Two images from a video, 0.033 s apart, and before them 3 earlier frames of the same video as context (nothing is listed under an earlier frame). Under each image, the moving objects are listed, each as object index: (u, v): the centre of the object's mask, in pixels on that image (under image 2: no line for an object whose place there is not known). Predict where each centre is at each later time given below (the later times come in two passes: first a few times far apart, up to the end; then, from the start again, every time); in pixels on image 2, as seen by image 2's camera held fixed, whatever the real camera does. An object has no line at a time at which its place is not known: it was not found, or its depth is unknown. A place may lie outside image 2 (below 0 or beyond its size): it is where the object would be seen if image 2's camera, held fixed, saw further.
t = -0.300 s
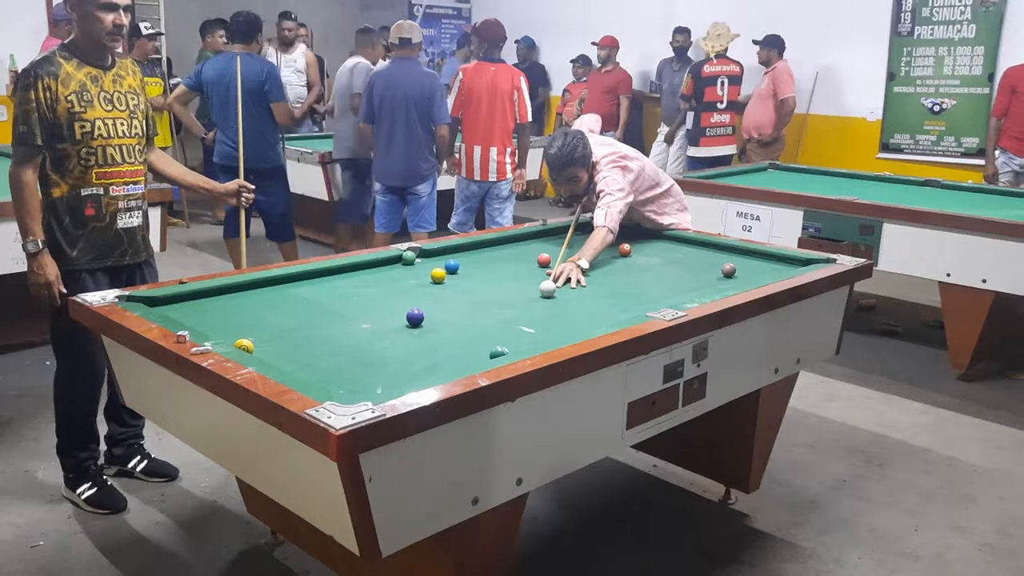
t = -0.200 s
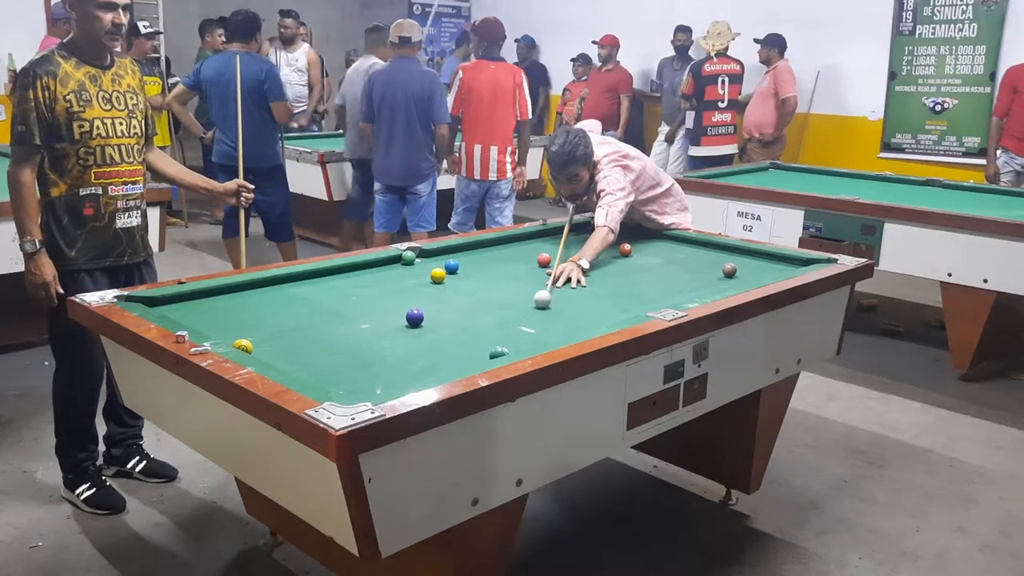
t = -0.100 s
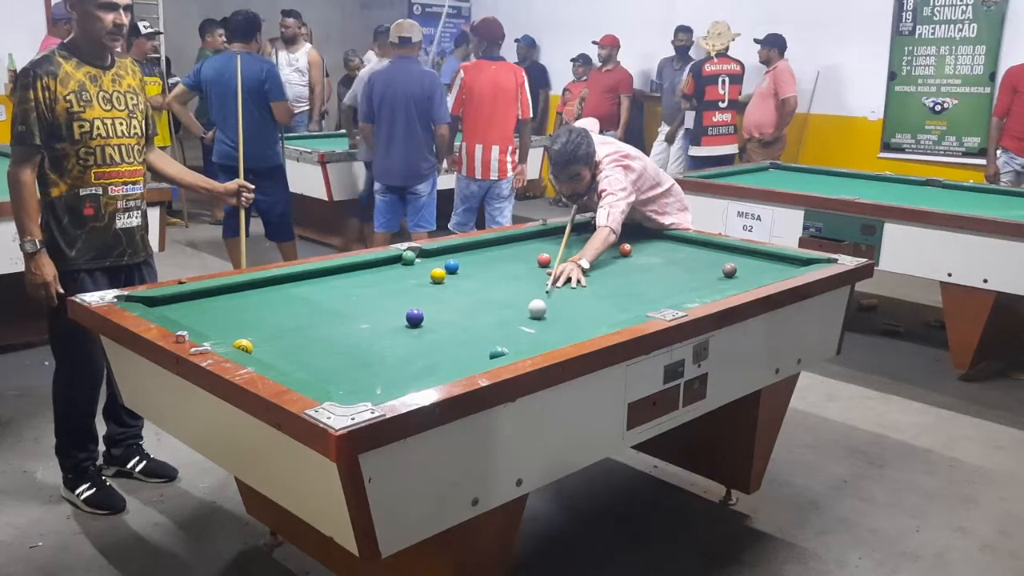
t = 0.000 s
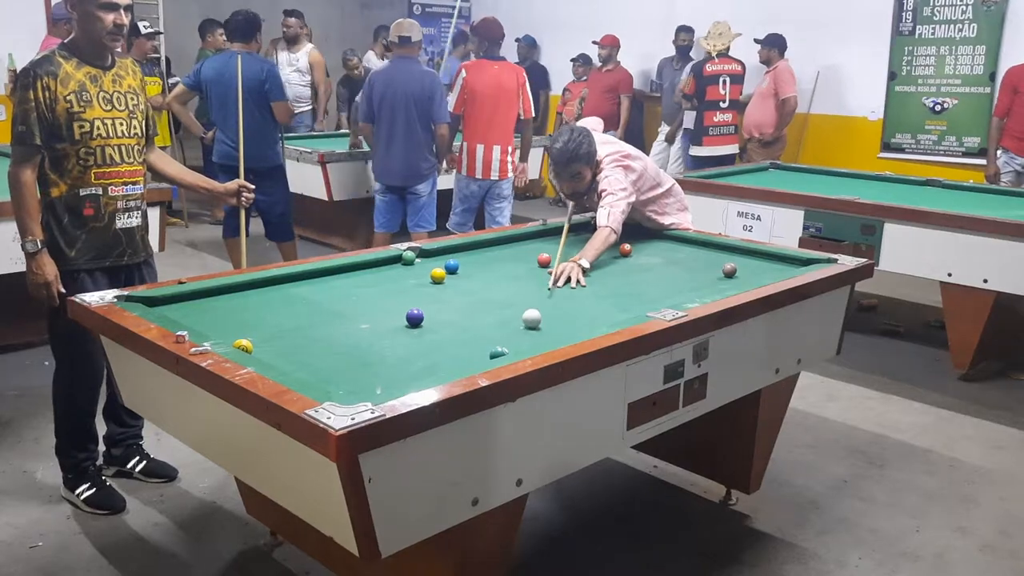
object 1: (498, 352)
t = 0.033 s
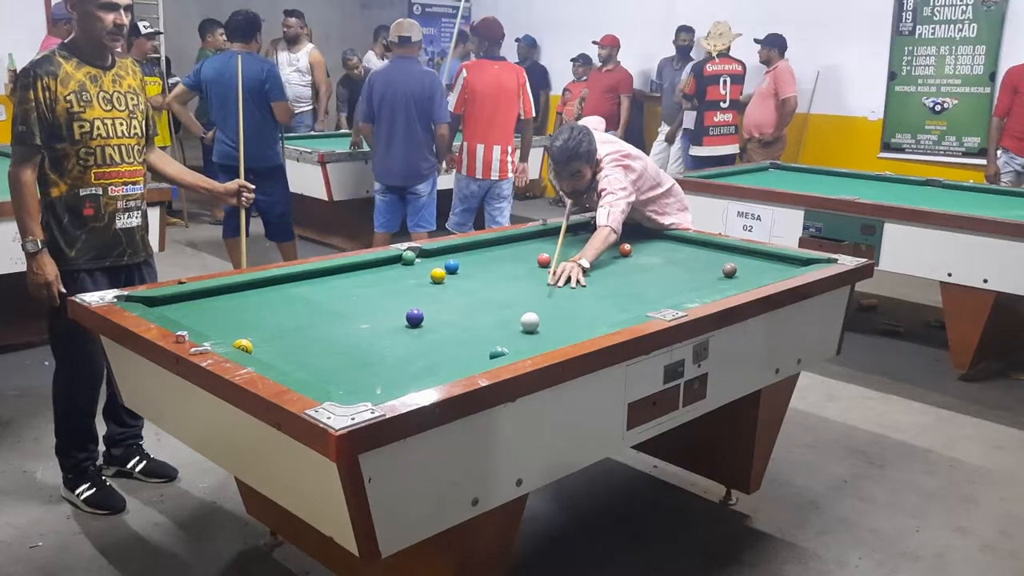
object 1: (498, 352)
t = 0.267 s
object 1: (498, 352)
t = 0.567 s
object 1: (445, 367)
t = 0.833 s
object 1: (396, 381)
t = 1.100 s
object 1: (347, 396)
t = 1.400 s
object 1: (362, 395)
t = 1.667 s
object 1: (358, 393)
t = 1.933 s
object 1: (353, 392)
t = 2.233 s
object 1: (351, 391)
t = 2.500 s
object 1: (351, 391)
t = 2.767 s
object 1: (351, 391)
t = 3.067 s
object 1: (351, 391)
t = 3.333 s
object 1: (351, 390)
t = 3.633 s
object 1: (351, 391)
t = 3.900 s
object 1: (351, 391)
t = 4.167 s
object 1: (351, 391)
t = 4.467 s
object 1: (351, 391)
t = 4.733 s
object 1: (351, 390)
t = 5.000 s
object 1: (351, 390)
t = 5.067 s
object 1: (351, 390)
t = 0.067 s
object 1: (498, 352)
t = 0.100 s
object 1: (498, 352)
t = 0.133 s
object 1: (498, 352)
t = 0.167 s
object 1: (498, 352)
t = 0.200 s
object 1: (498, 352)
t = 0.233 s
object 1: (497, 352)
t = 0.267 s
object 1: (498, 352)
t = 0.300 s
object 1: (495, 353)
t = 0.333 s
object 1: (487, 356)
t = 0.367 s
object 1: (480, 358)
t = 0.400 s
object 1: (475, 359)
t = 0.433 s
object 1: (469, 361)
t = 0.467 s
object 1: (463, 362)
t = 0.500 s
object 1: (457, 364)
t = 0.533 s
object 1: (451, 366)
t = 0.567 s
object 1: (445, 367)
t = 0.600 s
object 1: (439, 369)
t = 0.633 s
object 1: (433, 371)
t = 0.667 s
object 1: (427, 373)
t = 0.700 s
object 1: (421, 374)
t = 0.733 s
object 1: (415, 376)
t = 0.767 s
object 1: (408, 378)
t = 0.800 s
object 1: (403, 379)
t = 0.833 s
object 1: (396, 381)
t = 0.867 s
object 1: (390, 383)
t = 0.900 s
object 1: (384, 384)
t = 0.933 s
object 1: (378, 387)
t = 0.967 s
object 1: (371, 389)
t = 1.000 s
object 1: (365, 391)
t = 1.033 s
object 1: (359, 393)
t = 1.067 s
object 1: (354, 395)
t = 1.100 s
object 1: (347, 396)
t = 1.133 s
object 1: (344, 396)
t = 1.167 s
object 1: (348, 397)
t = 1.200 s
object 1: (352, 397)
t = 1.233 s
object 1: (355, 396)
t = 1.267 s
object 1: (359, 396)
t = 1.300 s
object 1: (362, 396)
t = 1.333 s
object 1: (364, 395)
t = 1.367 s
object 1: (363, 395)
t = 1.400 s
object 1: (362, 395)
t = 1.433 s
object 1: (362, 394)
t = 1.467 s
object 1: (361, 394)
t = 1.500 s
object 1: (361, 394)
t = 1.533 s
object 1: (360, 394)
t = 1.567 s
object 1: (360, 394)
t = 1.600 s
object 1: (359, 394)
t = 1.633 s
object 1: (358, 394)
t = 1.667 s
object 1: (358, 393)
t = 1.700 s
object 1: (357, 393)
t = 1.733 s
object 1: (356, 393)
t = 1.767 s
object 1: (356, 393)
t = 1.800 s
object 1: (355, 393)
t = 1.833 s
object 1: (355, 392)
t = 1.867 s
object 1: (354, 392)
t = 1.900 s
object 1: (354, 392)
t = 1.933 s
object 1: (353, 392)
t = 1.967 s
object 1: (353, 391)
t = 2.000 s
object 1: (353, 391)
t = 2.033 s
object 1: (353, 391)
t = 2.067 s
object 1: (352, 391)
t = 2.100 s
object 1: (352, 391)
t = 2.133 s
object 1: (352, 391)
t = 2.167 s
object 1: (351, 391)
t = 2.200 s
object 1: (351, 391)
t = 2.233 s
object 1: (351, 391)
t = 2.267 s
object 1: (351, 391)
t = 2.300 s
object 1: (351, 391)
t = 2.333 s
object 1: (351, 391)
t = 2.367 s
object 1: (351, 391)
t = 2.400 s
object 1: (351, 391)
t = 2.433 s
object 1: (351, 391)
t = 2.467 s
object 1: (351, 391)
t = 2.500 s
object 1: (351, 391)
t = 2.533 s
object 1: (351, 391)
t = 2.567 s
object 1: (351, 391)
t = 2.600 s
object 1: (351, 391)
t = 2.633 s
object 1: (351, 391)
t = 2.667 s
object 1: (351, 391)
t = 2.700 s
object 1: (351, 391)
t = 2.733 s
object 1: (351, 391)
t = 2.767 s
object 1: (351, 391)
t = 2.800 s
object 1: (351, 391)
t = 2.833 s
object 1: (351, 391)
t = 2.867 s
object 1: (351, 391)
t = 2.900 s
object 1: (351, 391)
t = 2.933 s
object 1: (351, 391)
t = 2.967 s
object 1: (351, 391)
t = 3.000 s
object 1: (351, 391)
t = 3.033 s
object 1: (351, 391)
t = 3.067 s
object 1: (351, 391)
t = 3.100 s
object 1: (351, 391)
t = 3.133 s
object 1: (351, 391)
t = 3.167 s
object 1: (351, 390)
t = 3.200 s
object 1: (351, 391)
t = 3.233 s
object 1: (351, 391)
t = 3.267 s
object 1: (351, 390)
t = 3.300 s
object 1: (351, 390)
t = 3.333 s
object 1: (351, 390)
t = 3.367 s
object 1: (351, 390)
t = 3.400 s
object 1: (350, 391)
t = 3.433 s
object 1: (351, 391)
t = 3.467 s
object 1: (351, 391)
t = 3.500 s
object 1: (351, 391)
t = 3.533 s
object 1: (351, 391)
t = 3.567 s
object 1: (351, 391)
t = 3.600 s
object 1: (351, 391)
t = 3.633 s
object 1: (351, 391)
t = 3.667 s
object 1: (351, 391)
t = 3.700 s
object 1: (351, 391)
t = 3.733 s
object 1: (351, 391)
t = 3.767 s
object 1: (351, 391)
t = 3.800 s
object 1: (351, 391)
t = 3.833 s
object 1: (351, 391)
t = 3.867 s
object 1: (351, 391)
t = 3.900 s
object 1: (351, 391)
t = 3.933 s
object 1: (351, 391)
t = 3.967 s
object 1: (351, 391)
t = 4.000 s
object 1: (351, 391)
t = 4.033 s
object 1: (351, 391)
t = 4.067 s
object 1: (351, 391)
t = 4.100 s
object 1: (351, 391)
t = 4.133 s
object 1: (351, 391)
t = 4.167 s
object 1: (351, 391)
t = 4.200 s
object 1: (351, 391)
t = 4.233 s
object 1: (351, 391)
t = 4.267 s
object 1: (351, 391)
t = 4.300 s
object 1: (351, 391)
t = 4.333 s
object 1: (351, 391)
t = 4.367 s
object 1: (351, 391)
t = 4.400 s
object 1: (351, 391)
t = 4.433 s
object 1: (351, 391)
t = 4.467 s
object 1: (351, 391)
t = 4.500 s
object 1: (351, 391)
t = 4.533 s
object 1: (351, 391)
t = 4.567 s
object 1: (351, 391)
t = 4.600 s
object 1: (351, 391)
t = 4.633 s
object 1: (351, 390)
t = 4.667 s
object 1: (351, 390)
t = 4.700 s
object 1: (351, 390)
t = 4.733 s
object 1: (351, 390)
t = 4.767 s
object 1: (351, 390)
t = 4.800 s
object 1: (351, 390)
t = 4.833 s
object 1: (351, 390)
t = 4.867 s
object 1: (351, 390)
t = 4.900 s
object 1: (351, 390)
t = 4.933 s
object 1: (351, 390)
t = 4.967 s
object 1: (351, 390)
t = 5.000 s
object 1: (351, 390)
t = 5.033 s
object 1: (351, 390)
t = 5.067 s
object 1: (351, 390)
